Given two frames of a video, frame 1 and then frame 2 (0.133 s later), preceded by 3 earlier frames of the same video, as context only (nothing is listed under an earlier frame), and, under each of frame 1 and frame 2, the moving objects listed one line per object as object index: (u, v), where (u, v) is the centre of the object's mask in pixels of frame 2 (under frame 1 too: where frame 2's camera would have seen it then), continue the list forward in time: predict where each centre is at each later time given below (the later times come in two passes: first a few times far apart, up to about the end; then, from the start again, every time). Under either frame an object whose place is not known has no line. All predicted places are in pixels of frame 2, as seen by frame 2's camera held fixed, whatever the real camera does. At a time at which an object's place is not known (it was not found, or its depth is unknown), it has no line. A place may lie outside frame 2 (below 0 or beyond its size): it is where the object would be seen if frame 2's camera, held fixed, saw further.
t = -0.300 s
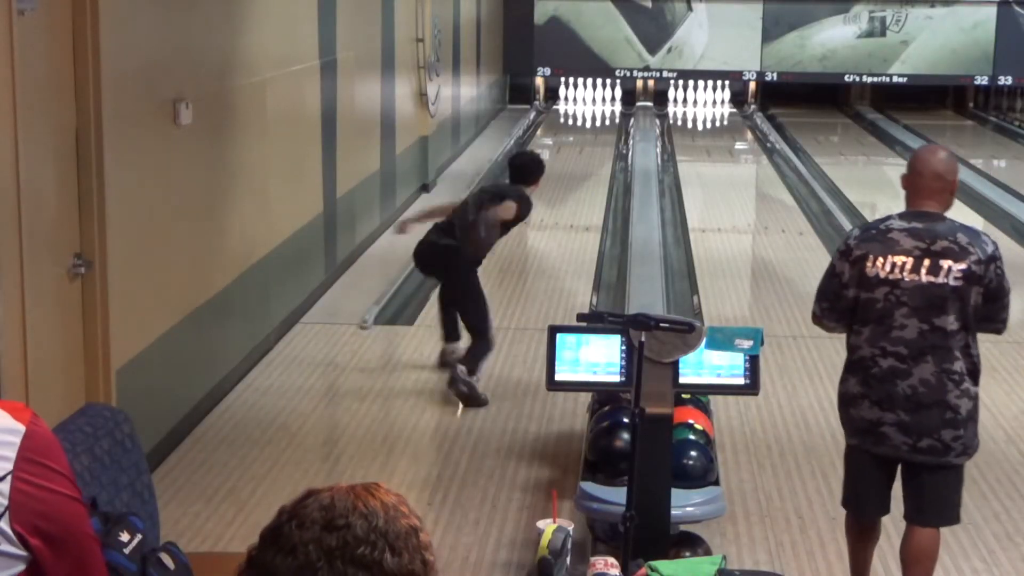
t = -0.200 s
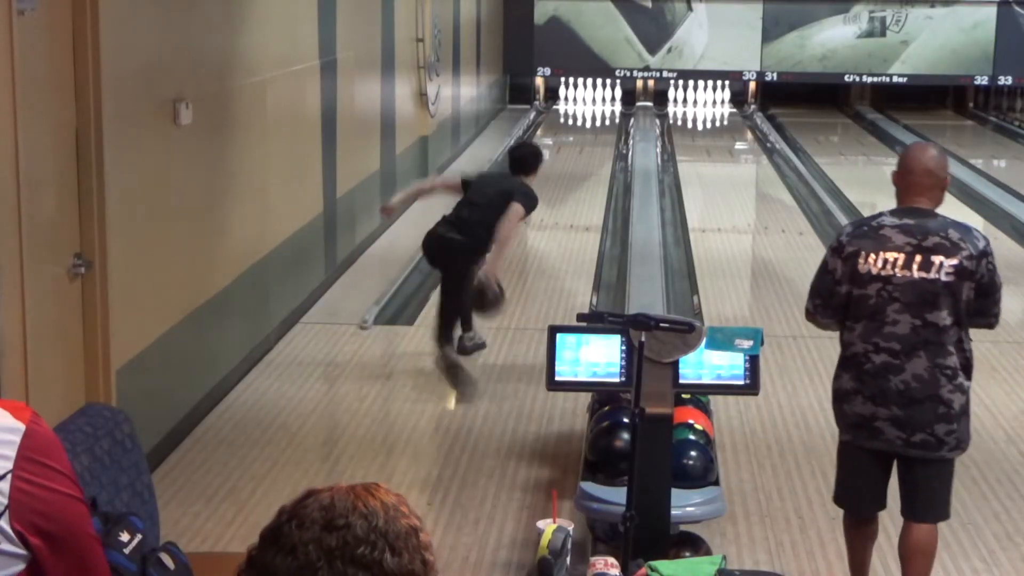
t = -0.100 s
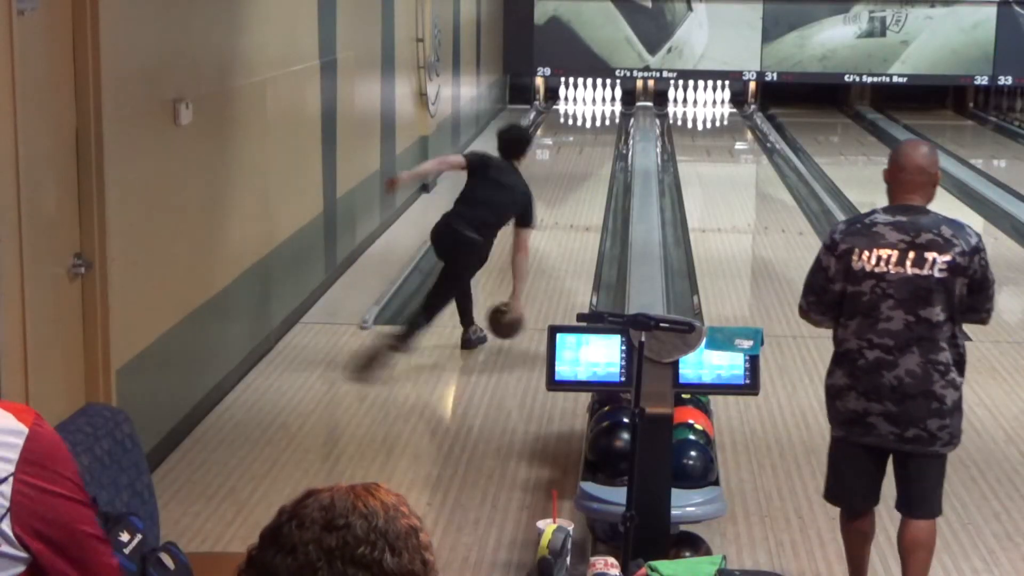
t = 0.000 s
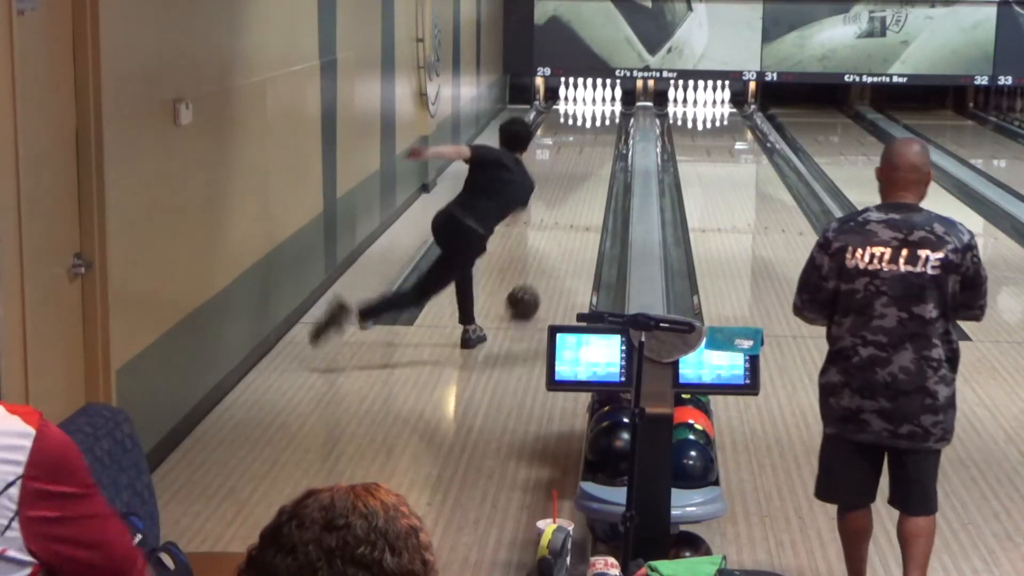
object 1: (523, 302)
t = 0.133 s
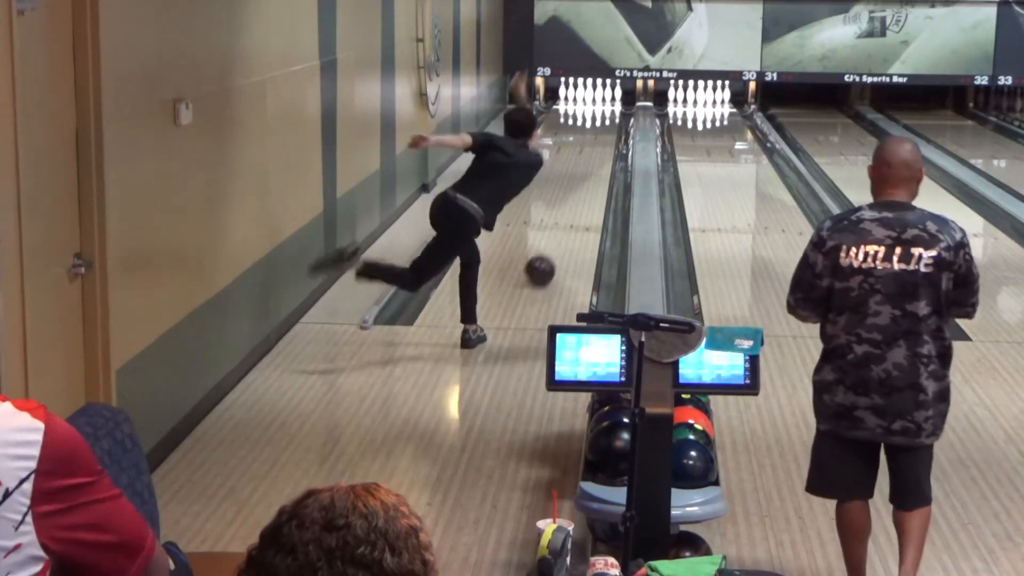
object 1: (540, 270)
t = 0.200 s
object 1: (547, 256)
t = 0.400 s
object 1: (564, 221)
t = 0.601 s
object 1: (578, 194)
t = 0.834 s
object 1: (589, 169)
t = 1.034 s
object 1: (595, 151)
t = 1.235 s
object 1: (599, 137)
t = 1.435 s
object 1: (601, 126)
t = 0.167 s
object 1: (544, 263)
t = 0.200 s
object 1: (547, 256)
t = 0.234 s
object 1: (550, 250)
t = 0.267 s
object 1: (553, 244)
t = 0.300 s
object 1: (556, 237)
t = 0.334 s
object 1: (559, 232)
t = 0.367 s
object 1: (562, 226)
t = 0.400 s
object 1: (564, 221)
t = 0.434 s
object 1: (567, 216)
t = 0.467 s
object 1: (569, 211)
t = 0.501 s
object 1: (572, 207)
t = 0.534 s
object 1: (576, 201)
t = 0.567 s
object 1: (576, 198)
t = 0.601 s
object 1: (578, 194)
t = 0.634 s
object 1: (580, 190)
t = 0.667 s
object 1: (581, 186)
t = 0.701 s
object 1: (583, 182)
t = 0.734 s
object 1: (585, 179)
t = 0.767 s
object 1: (586, 175)
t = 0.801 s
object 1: (588, 172)
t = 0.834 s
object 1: (589, 169)
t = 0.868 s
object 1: (590, 165)
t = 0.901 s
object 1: (591, 163)
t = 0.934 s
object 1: (592, 159)
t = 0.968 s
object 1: (593, 157)
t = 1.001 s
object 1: (594, 154)
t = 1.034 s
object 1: (595, 151)
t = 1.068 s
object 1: (596, 149)
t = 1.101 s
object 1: (597, 146)
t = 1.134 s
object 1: (597, 144)
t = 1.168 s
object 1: (598, 142)
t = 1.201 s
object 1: (598, 139)
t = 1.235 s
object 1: (599, 137)
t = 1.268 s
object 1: (599, 135)
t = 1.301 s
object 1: (600, 134)
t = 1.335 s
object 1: (600, 131)
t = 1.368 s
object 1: (600, 129)
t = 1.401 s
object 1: (601, 127)
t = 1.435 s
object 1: (601, 126)
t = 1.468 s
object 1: (601, 123)
